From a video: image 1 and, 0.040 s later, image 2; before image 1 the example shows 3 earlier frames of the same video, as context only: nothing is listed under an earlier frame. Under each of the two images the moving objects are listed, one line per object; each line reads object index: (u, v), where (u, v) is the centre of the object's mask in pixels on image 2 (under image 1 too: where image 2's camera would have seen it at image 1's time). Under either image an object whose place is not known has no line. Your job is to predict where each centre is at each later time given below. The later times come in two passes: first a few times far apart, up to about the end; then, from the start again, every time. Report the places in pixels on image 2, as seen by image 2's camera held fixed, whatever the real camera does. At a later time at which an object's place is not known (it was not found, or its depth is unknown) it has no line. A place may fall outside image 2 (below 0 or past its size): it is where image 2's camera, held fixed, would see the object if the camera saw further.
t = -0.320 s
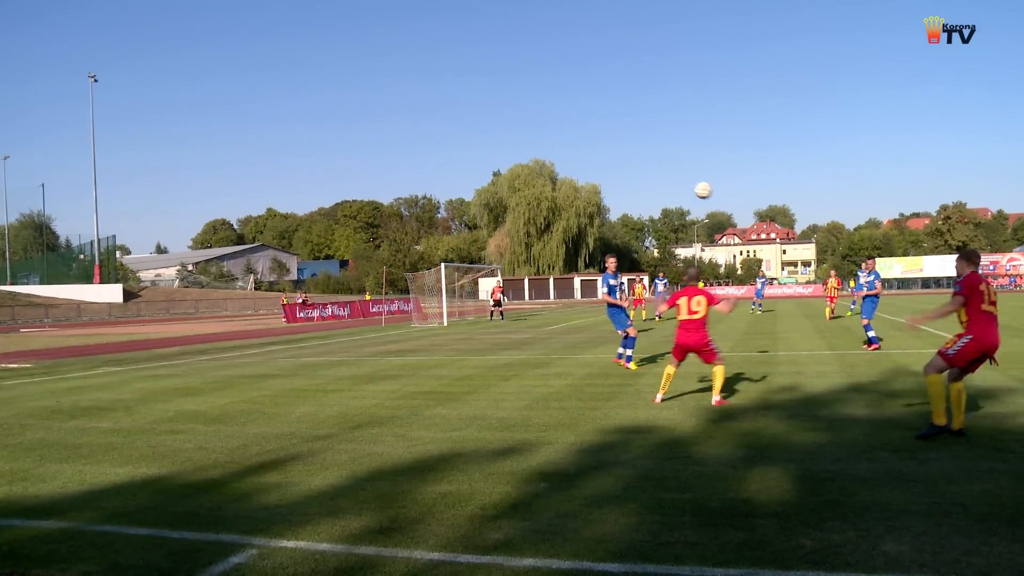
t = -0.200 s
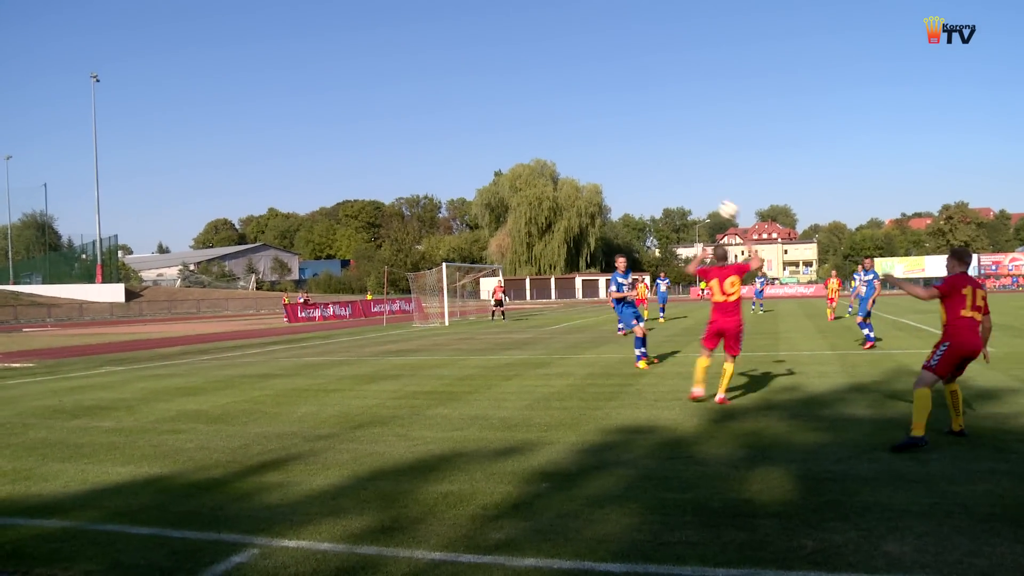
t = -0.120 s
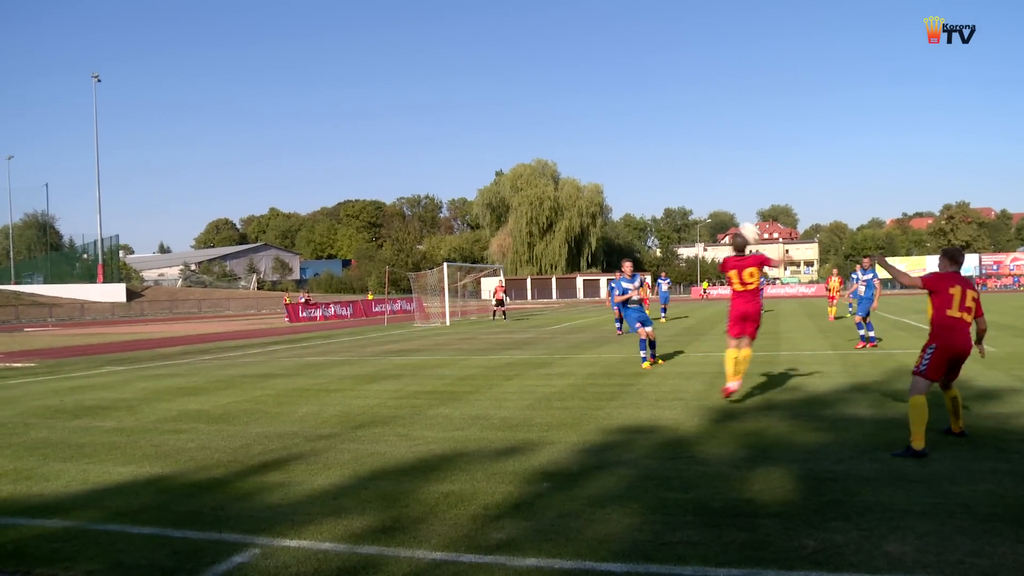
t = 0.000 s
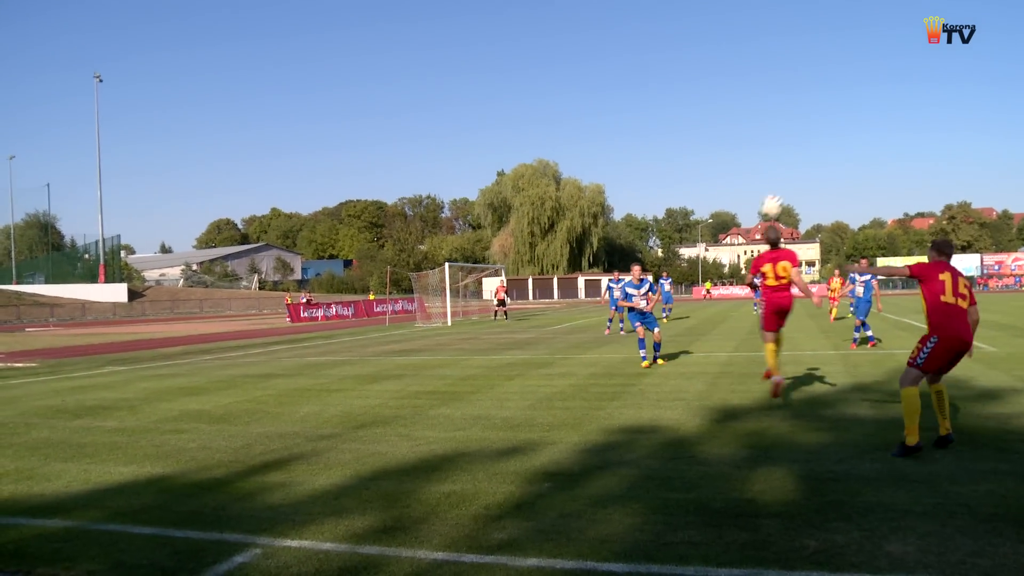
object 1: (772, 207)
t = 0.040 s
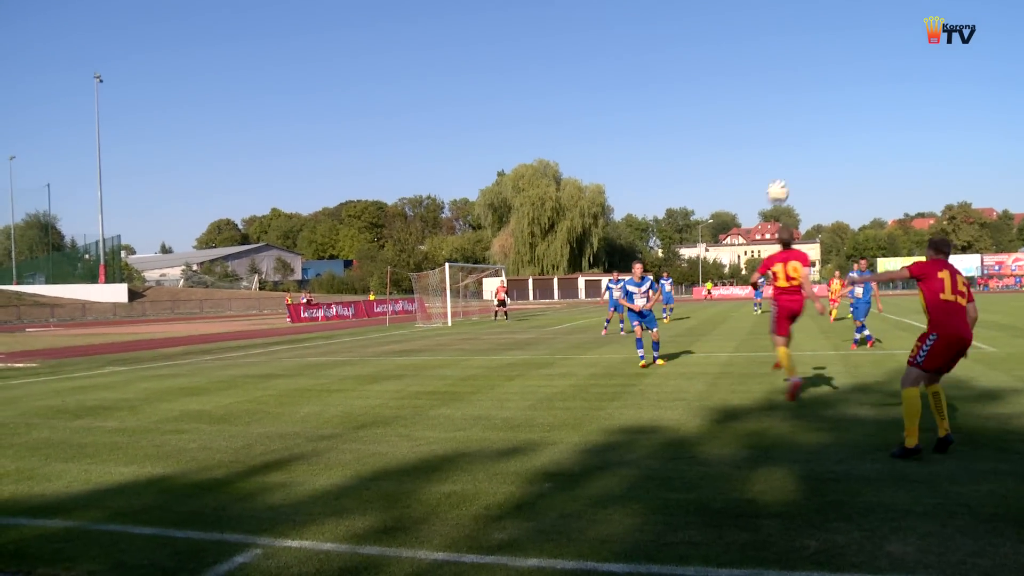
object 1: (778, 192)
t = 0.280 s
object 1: (815, 132)
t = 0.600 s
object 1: (877, 143)
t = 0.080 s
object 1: (784, 179)
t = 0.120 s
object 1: (790, 167)
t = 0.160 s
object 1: (796, 156)
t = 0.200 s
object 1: (802, 146)
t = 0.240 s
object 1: (809, 139)
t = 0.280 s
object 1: (815, 132)
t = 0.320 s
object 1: (822, 128)
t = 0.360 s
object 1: (829, 124)
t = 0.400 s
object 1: (836, 123)
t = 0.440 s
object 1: (844, 123)
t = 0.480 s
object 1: (852, 125)
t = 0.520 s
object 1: (860, 129)
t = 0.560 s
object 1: (868, 135)
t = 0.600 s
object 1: (877, 143)
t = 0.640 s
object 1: (886, 153)
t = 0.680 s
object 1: (897, 166)
